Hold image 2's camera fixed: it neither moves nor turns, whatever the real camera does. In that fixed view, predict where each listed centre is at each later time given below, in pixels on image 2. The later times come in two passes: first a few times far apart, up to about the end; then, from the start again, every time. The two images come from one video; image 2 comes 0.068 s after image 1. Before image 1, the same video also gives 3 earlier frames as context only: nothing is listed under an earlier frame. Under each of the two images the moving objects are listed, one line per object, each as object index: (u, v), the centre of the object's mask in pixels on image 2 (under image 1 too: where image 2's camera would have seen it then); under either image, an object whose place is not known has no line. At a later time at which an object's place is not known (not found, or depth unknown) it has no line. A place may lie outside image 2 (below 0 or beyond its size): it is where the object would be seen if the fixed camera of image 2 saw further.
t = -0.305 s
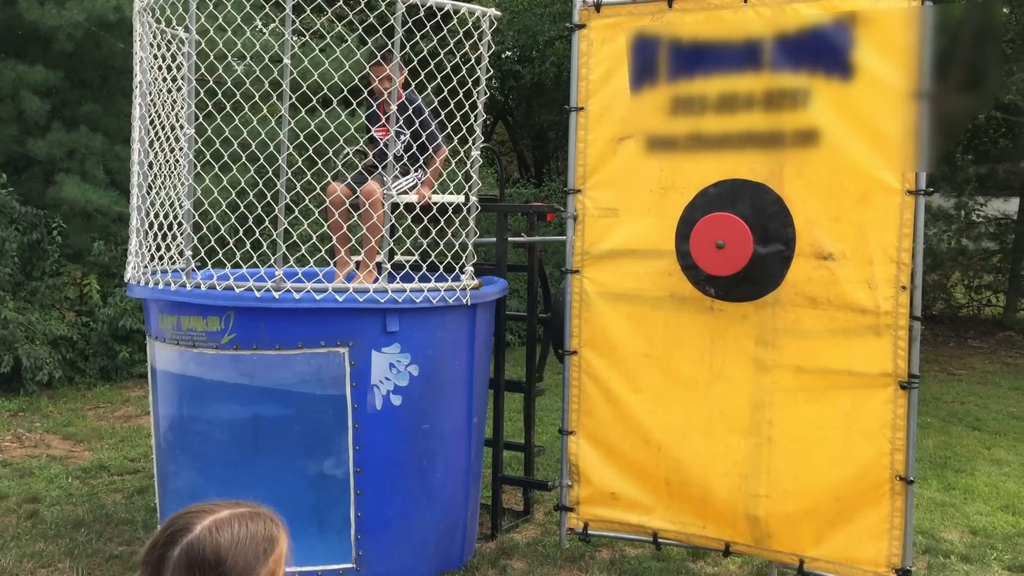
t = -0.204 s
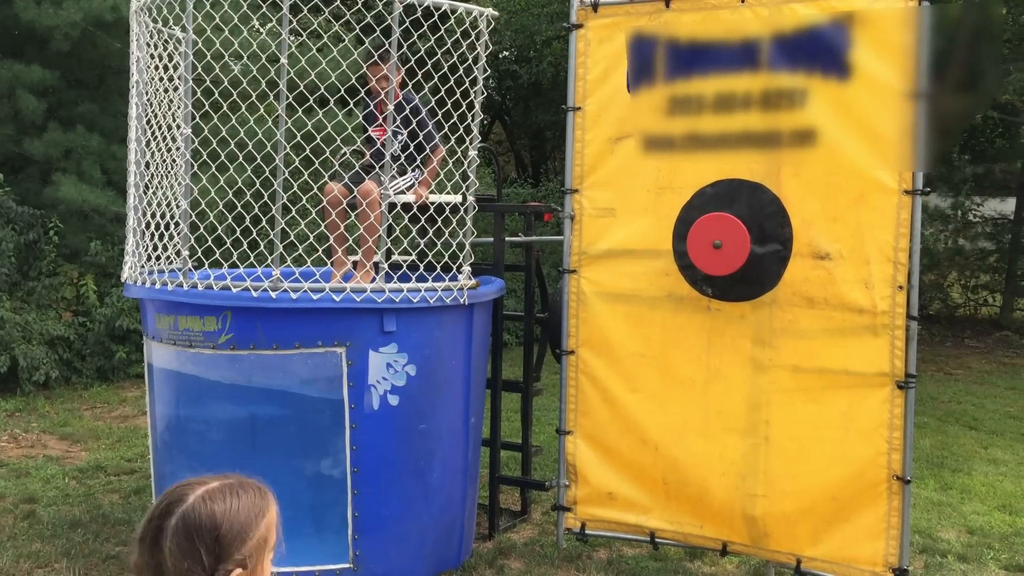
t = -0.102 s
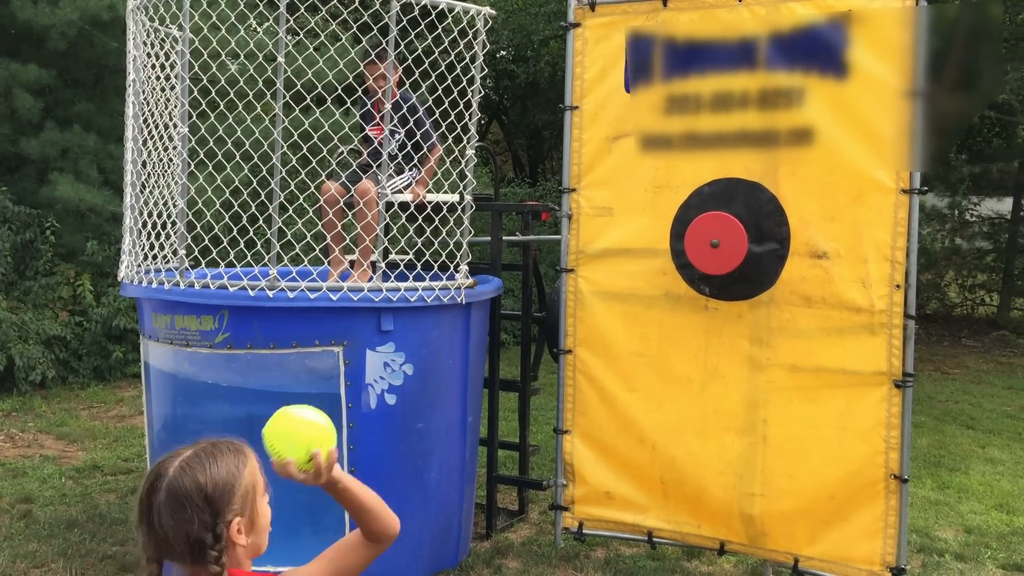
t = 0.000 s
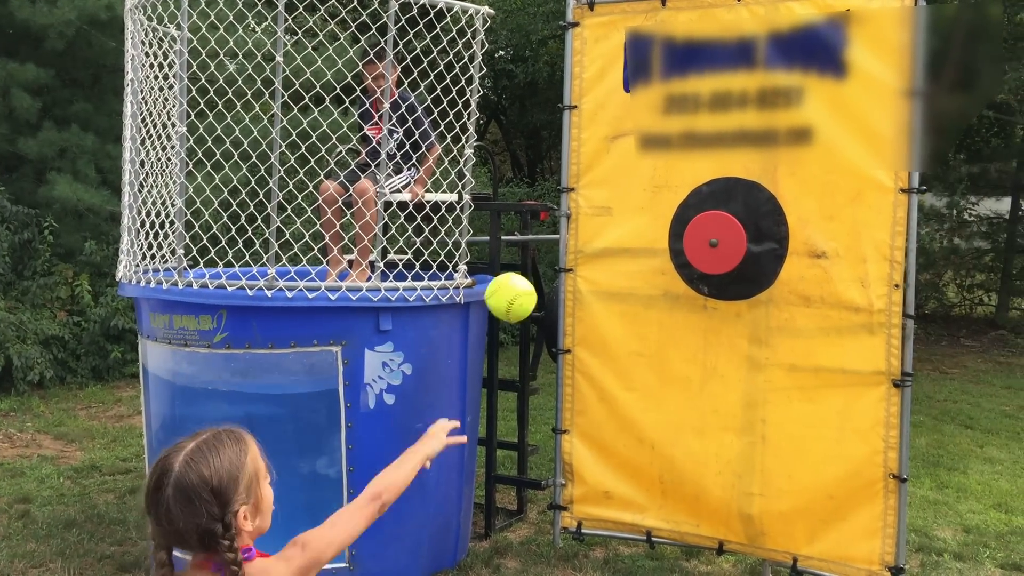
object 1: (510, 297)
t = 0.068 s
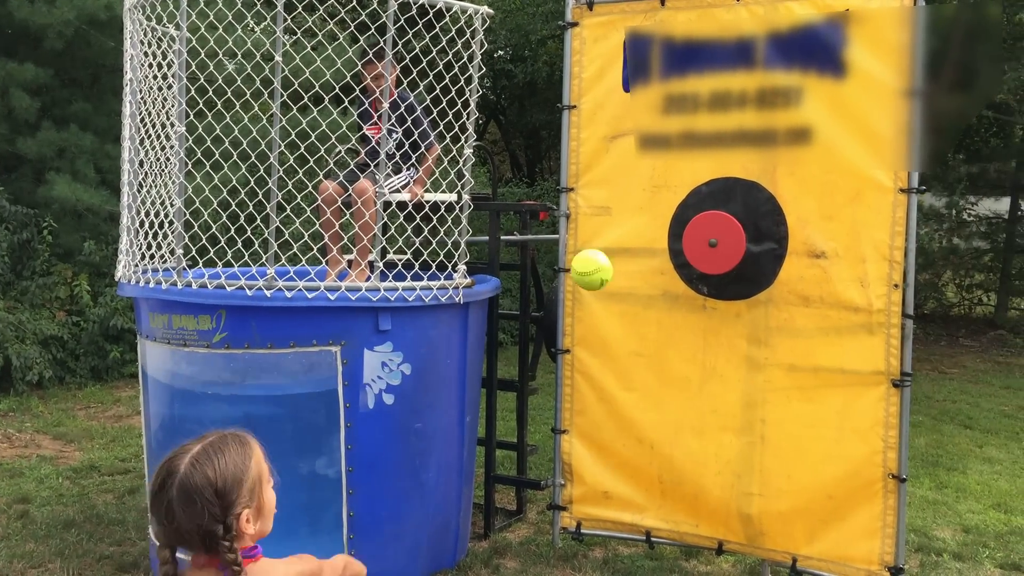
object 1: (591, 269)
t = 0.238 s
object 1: (704, 285)
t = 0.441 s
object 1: (711, 370)
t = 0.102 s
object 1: (622, 265)
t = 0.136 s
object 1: (647, 265)
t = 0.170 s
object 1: (669, 269)
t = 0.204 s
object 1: (688, 276)
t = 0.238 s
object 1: (704, 285)
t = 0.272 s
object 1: (718, 295)
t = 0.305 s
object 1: (731, 307)
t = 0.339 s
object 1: (734, 319)
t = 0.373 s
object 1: (727, 333)
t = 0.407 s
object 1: (719, 350)
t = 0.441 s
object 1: (711, 370)
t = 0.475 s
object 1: (703, 393)
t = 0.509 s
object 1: (694, 419)
